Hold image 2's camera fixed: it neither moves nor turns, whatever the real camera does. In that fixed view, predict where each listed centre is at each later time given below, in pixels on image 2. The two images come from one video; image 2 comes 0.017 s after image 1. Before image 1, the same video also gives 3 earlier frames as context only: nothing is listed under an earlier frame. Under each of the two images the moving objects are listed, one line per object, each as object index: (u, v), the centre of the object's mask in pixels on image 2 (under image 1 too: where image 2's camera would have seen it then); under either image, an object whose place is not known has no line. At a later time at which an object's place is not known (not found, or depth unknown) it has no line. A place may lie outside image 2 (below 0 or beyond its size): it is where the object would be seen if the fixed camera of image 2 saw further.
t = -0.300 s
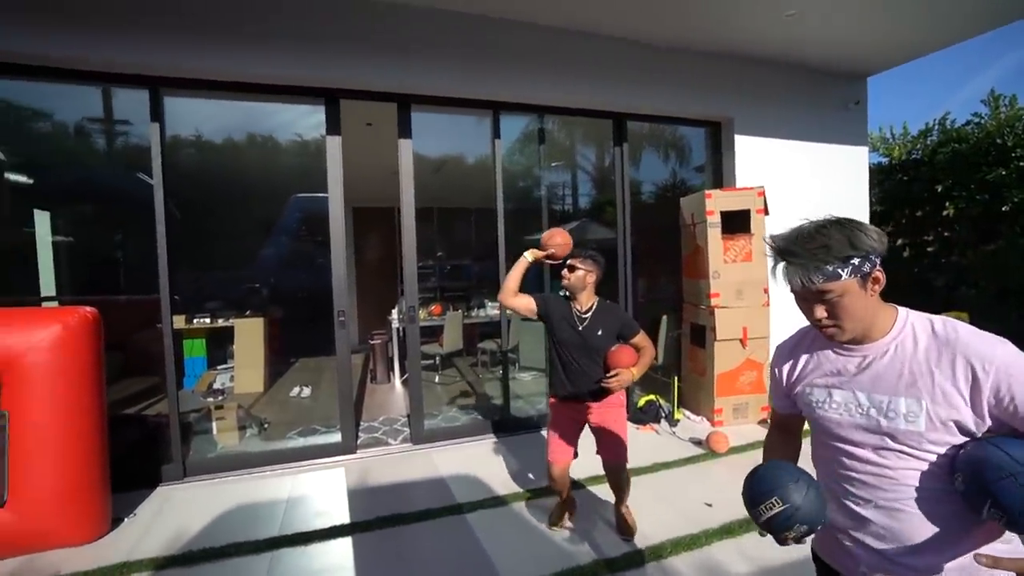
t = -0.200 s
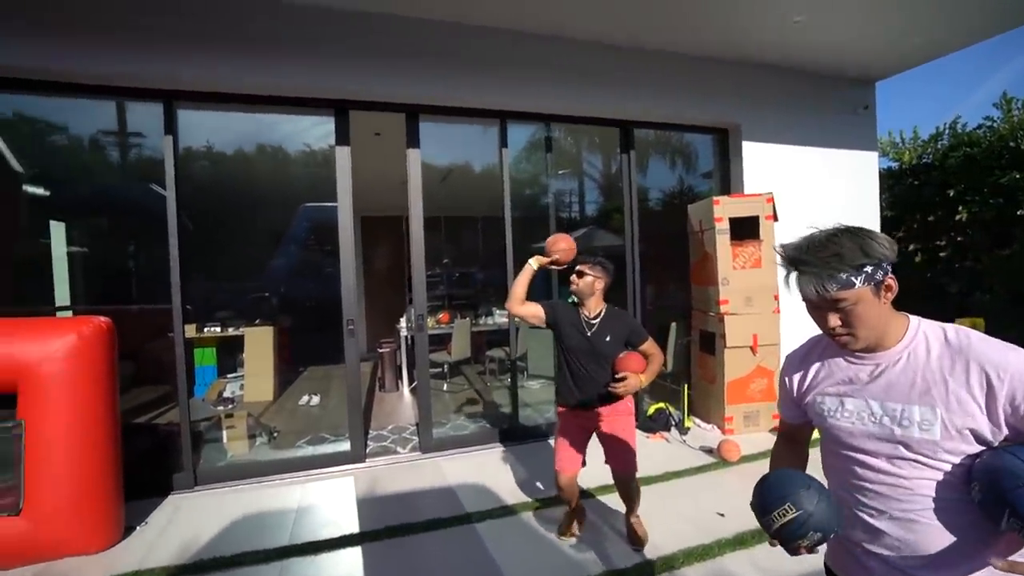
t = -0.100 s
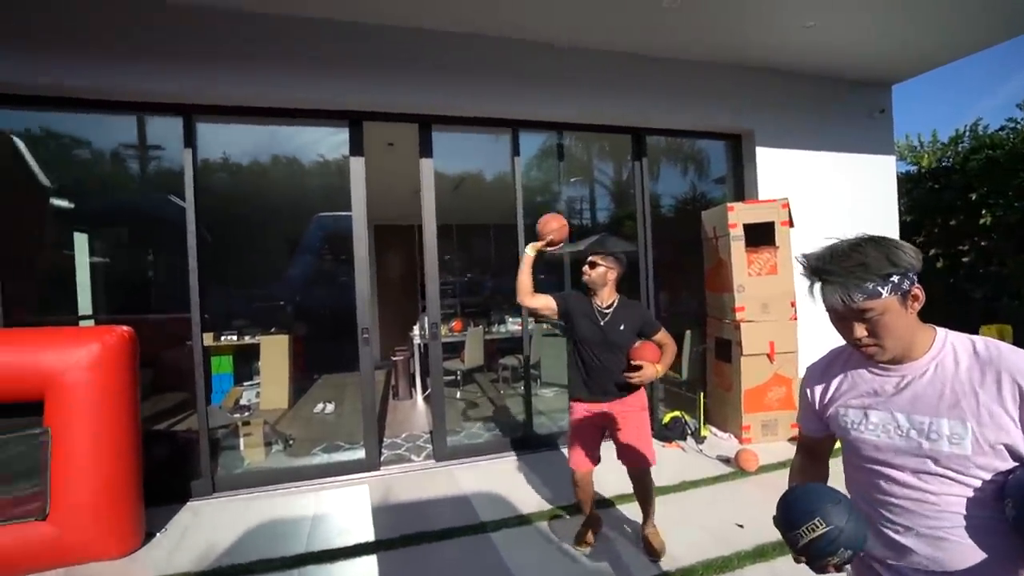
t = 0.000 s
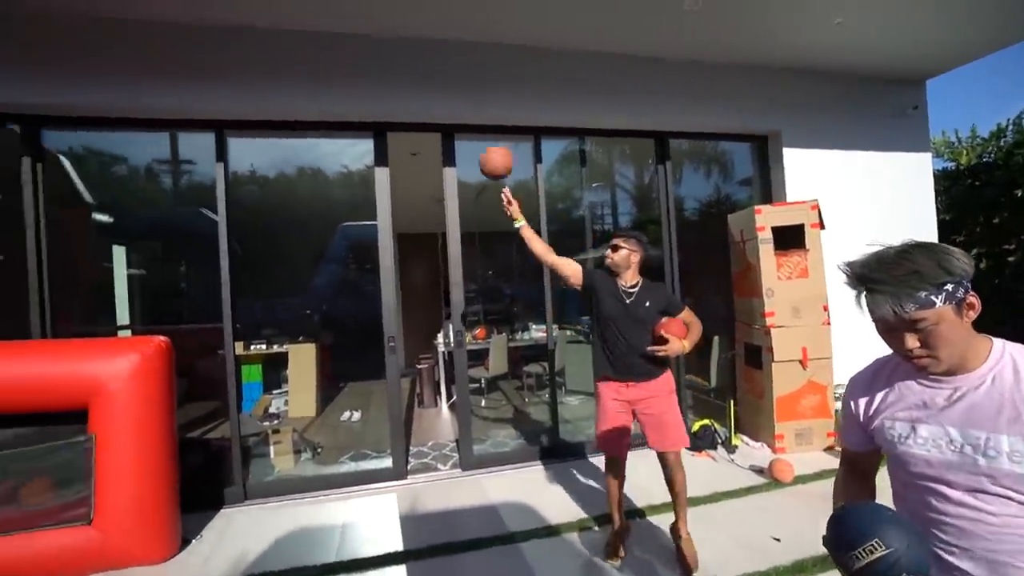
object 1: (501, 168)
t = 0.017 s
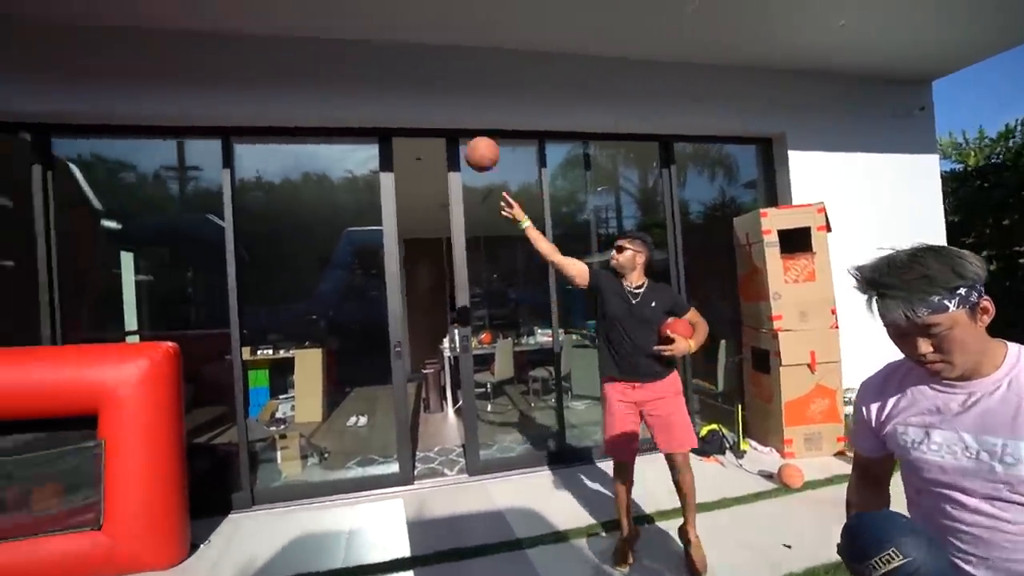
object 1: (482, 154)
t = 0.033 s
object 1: (462, 140)
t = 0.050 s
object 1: (442, 126)
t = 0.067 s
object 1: (422, 113)
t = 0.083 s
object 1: (402, 102)
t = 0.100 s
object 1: (381, 90)
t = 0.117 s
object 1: (360, 79)
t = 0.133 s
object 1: (338, 69)
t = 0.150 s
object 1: (316, 59)
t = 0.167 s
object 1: (295, 50)
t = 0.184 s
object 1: (274, 41)
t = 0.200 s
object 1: (252, 32)
